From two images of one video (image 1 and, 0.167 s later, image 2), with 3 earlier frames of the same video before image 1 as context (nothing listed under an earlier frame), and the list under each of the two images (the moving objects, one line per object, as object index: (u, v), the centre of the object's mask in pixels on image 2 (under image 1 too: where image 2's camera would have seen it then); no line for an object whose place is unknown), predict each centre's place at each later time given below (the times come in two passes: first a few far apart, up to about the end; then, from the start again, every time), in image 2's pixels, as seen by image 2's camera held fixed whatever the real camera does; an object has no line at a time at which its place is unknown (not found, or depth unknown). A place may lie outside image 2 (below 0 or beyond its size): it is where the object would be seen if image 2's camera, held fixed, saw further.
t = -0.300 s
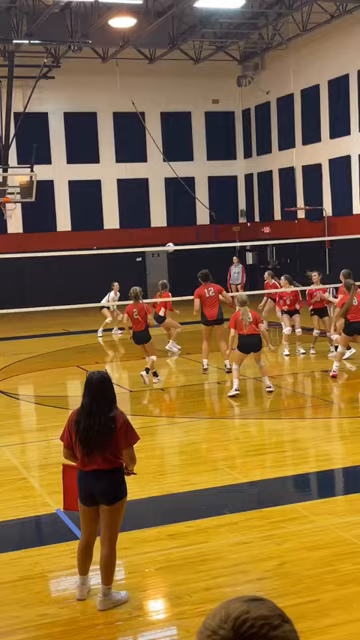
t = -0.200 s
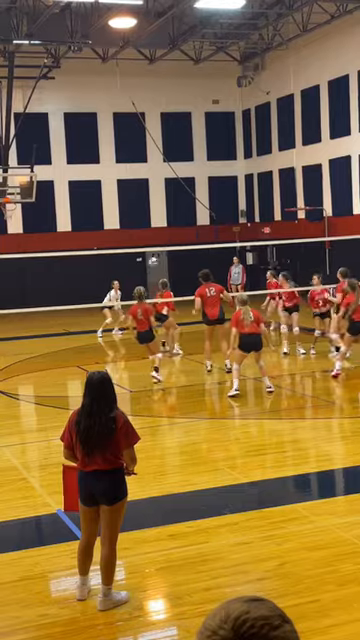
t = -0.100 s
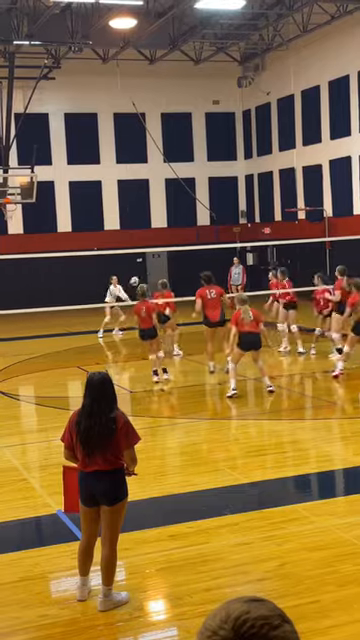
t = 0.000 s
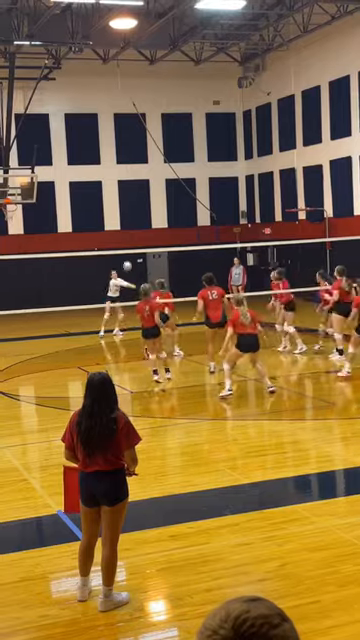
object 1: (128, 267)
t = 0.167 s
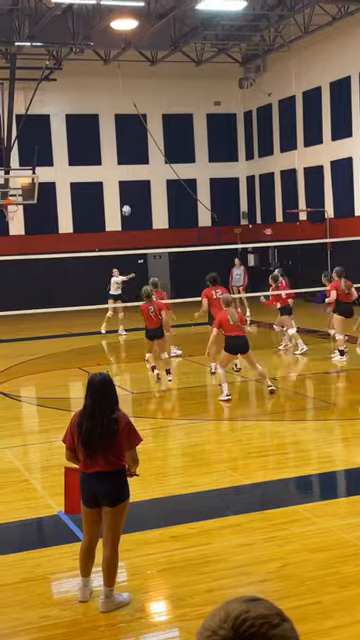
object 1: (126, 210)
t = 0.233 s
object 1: (125, 190)
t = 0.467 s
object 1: (122, 134)
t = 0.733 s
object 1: (121, 97)
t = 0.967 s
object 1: (121, 89)
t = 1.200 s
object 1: (122, 105)
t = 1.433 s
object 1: (125, 148)
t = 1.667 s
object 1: (131, 216)
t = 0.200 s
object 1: (125, 200)
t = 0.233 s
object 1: (125, 190)
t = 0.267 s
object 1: (125, 182)
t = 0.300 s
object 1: (124, 172)
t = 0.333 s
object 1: (124, 163)
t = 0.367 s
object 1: (123, 156)
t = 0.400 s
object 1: (123, 148)
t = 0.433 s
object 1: (123, 141)
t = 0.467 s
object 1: (122, 134)
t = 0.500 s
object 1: (122, 128)
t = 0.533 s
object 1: (122, 122)
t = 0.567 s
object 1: (121, 117)
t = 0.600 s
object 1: (121, 112)
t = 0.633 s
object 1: (121, 107)
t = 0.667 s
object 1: (121, 103)
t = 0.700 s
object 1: (121, 99)
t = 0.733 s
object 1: (121, 97)
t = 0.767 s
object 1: (121, 95)
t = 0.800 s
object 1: (121, 92)
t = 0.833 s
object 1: (121, 90)
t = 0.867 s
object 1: (121, 89)
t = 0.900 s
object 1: (121, 89)
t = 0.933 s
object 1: (121, 89)
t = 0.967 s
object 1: (121, 89)
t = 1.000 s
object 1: (121, 89)
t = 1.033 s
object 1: (121, 90)
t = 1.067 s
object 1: (121, 92)
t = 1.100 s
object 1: (121, 95)
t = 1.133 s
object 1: (121, 98)
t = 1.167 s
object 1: (122, 101)
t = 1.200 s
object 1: (122, 105)
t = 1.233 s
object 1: (123, 110)
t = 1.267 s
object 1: (123, 115)
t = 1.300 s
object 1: (123, 120)
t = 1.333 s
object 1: (124, 127)
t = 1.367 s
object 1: (124, 134)
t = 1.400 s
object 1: (125, 141)
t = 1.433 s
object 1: (125, 148)
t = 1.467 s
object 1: (126, 157)
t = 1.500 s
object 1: (127, 165)
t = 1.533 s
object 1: (127, 174)
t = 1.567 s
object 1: (128, 185)
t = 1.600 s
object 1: (129, 195)
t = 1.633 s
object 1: (130, 205)
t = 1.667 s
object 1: (131, 216)
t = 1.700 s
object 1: (132, 229)
